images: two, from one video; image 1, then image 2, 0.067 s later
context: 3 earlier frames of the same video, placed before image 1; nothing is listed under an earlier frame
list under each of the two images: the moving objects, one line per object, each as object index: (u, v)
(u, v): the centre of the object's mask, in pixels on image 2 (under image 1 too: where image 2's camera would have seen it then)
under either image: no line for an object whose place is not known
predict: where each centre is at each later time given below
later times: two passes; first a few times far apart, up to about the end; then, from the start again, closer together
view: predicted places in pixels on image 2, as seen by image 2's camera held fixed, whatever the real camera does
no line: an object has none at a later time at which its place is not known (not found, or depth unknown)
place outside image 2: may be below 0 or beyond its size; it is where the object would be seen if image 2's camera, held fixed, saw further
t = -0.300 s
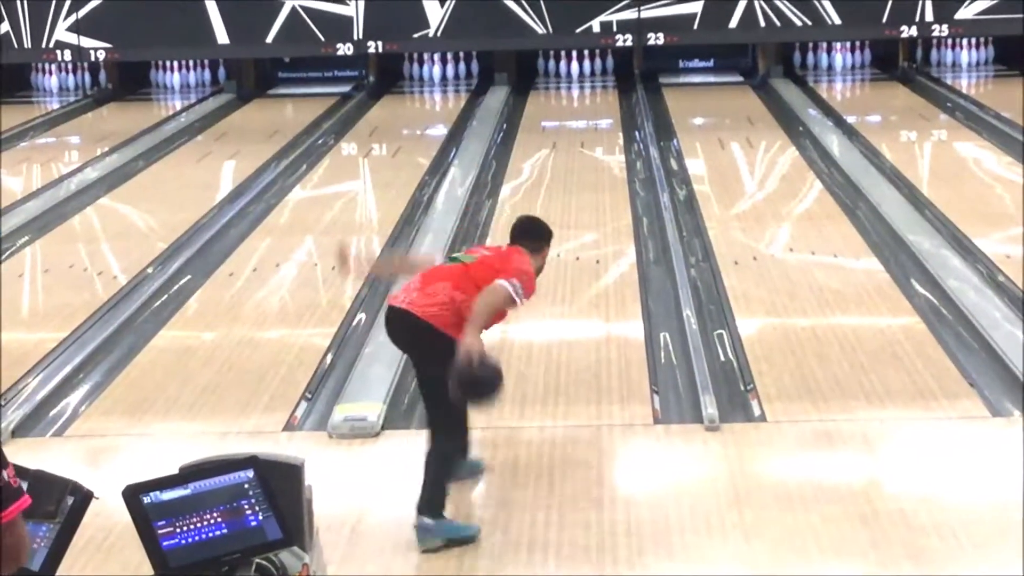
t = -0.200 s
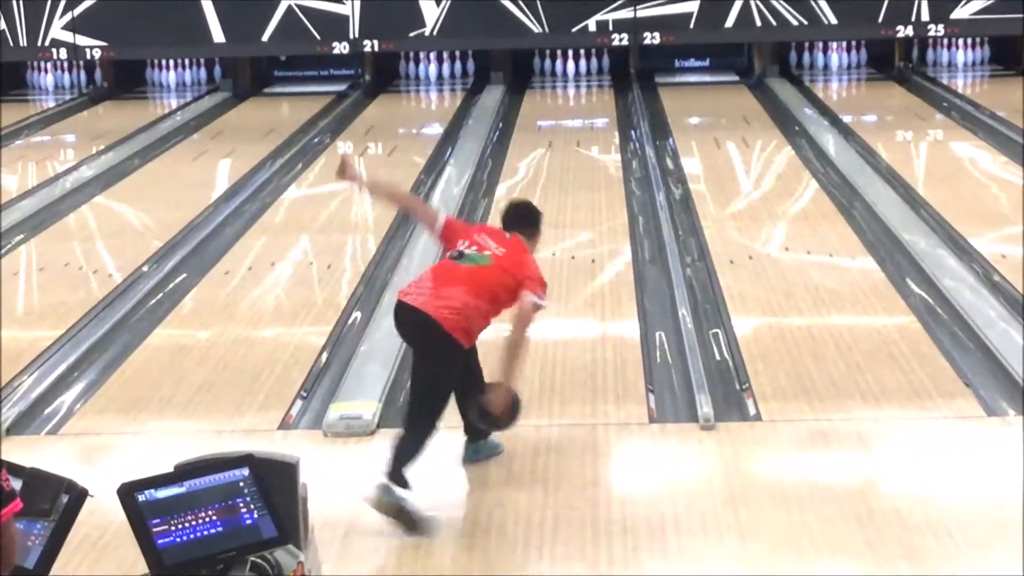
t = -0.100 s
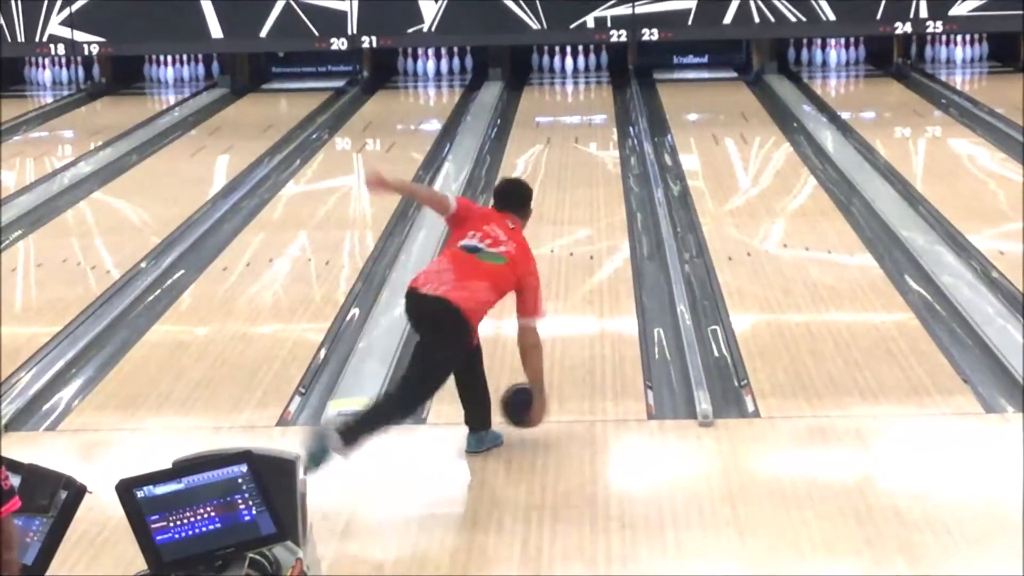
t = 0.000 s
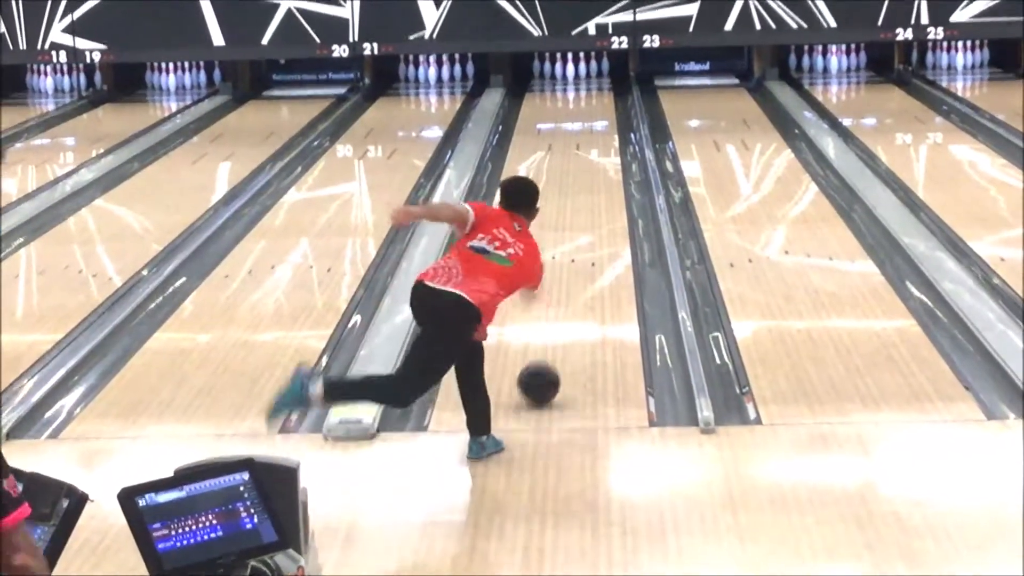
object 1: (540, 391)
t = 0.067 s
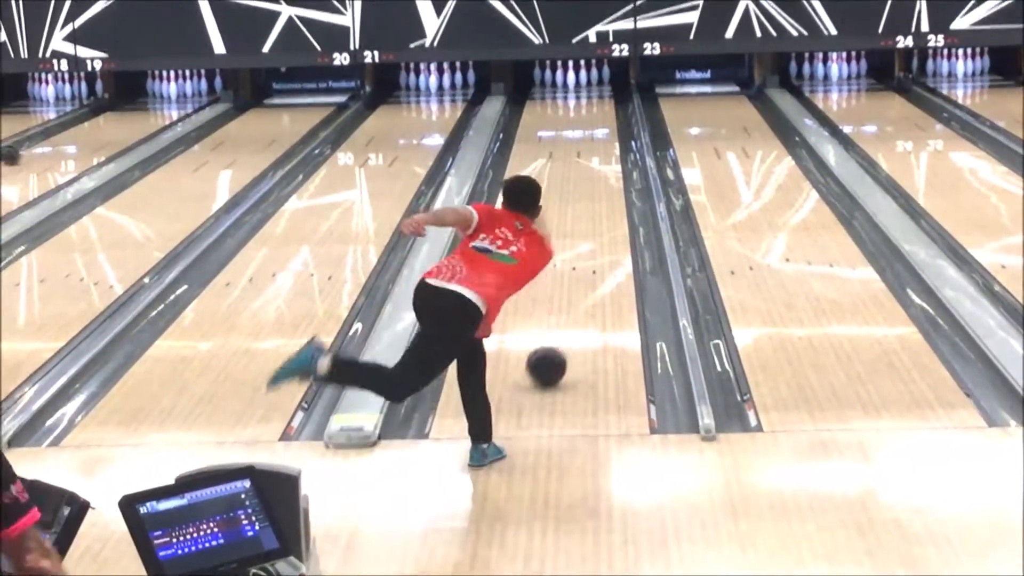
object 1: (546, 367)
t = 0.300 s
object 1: (564, 295)
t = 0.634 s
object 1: (581, 224)
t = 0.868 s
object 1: (588, 187)
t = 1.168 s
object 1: (593, 151)
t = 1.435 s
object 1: (594, 126)
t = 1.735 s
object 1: (591, 103)
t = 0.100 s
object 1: (550, 356)
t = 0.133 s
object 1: (553, 343)
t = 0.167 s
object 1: (555, 332)
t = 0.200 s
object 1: (558, 322)
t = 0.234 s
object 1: (560, 313)
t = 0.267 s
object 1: (562, 304)
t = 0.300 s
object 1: (564, 295)
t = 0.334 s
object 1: (567, 286)
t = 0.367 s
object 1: (569, 278)
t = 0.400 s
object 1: (570, 270)
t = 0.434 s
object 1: (572, 263)
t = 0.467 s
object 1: (574, 256)
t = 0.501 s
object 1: (576, 253)
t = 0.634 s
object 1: (581, 224)
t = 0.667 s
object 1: (582, 218)
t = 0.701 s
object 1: (583, 212)
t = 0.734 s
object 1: (584, 207)
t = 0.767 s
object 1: (585, 201)
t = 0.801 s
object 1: (586, 197)
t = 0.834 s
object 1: (587, 192)
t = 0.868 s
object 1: (588, 187)
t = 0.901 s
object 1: (589, 183)
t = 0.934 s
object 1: (589, 178)
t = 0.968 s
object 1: (590, 174)
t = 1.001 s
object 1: (590, 170)
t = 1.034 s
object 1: (591, 166)
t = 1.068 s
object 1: (591, 162)
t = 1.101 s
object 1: (592, 158)
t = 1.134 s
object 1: (593, 154)
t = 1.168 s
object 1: (593, 151)
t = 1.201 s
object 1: (593, 147)
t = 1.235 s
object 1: (593, 144)
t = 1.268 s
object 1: (593, 141)
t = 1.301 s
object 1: (594, 138)
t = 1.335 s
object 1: (594, 134)
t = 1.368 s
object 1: (594, 131)
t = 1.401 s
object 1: (594, 129)
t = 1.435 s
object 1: (594, 126)
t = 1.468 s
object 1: (594, 123)
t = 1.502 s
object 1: (594, 121)
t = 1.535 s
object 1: (594, 118)
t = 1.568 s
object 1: (594, 115)
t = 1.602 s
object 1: (594, 112)
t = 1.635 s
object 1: (593, 110)
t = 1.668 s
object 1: (593, 107)
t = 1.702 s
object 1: (592, 105)
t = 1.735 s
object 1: (591, 103)
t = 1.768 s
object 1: (590, 101)
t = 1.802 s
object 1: (589, 99)
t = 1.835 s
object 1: (588, 97)
